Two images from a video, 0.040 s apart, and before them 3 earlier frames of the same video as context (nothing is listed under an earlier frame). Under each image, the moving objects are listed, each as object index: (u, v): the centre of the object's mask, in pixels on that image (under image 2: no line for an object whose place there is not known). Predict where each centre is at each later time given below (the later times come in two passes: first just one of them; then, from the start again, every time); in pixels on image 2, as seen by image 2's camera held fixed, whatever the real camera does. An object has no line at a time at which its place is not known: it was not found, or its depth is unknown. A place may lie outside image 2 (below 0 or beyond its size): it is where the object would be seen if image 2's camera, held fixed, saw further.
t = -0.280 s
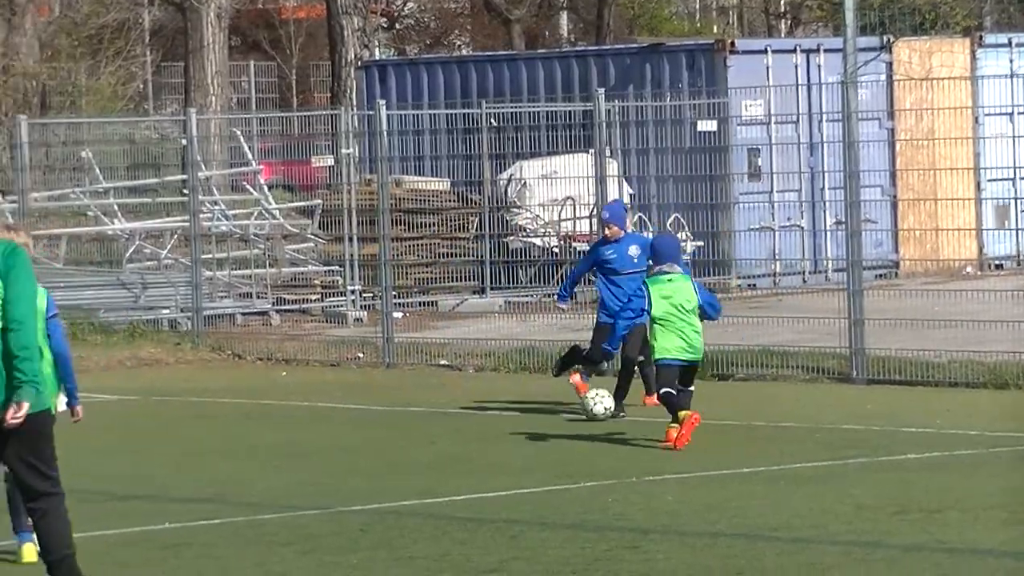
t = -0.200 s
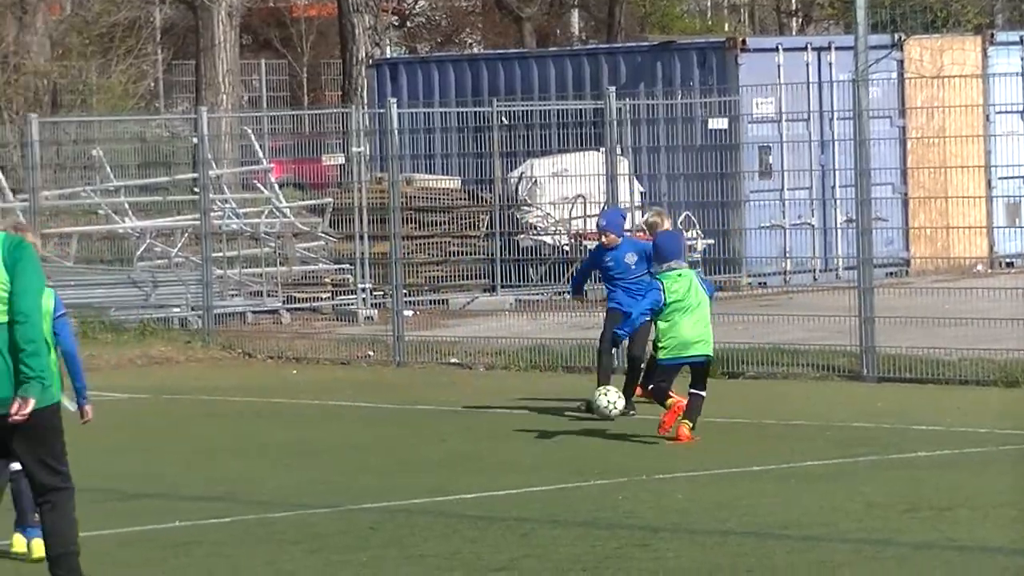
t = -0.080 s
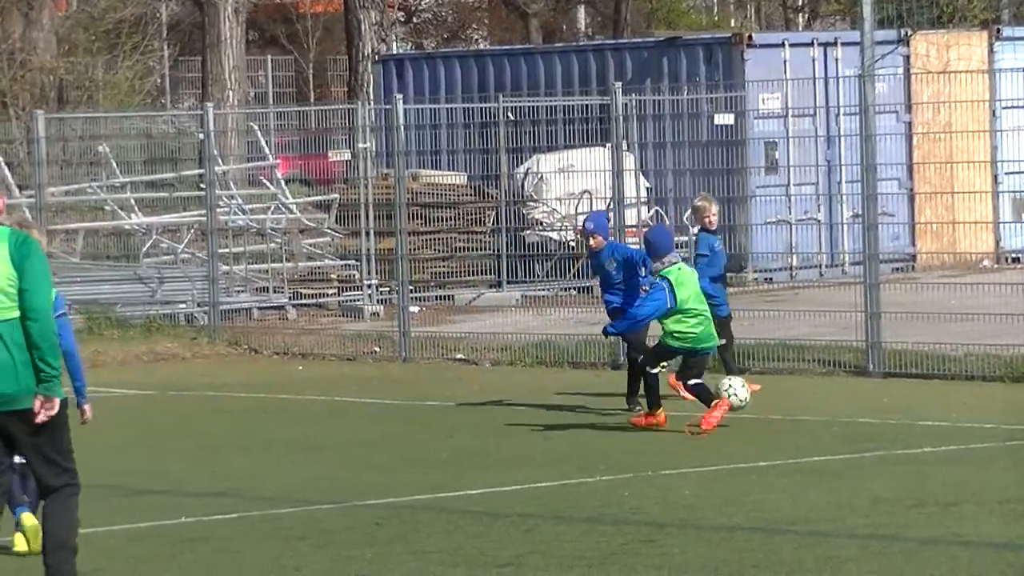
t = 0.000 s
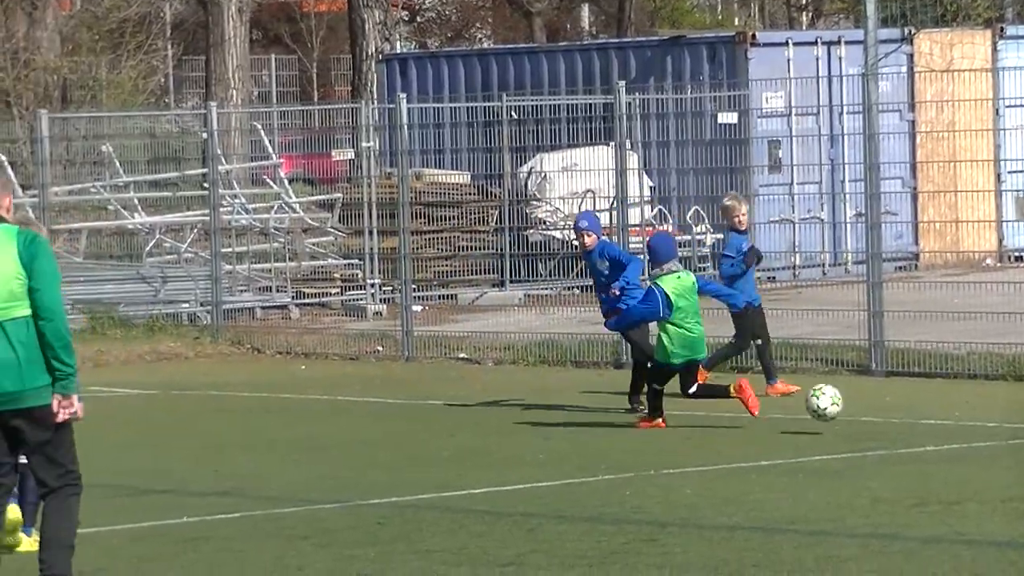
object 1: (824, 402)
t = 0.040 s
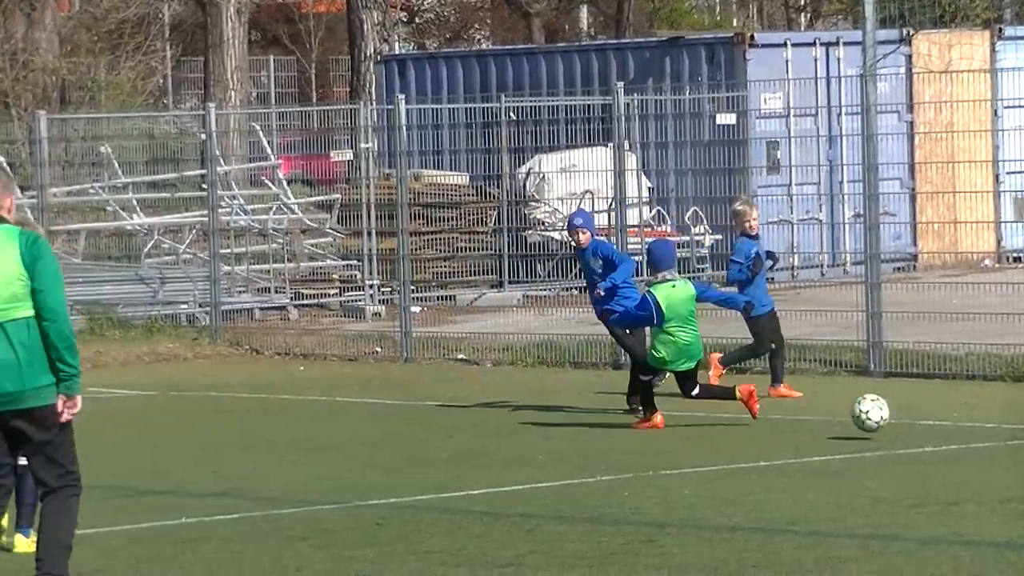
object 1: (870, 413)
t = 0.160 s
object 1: (1009, 417)
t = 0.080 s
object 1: (920, 425)
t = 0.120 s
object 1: (964, 420)
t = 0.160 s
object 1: (1009, 417)
